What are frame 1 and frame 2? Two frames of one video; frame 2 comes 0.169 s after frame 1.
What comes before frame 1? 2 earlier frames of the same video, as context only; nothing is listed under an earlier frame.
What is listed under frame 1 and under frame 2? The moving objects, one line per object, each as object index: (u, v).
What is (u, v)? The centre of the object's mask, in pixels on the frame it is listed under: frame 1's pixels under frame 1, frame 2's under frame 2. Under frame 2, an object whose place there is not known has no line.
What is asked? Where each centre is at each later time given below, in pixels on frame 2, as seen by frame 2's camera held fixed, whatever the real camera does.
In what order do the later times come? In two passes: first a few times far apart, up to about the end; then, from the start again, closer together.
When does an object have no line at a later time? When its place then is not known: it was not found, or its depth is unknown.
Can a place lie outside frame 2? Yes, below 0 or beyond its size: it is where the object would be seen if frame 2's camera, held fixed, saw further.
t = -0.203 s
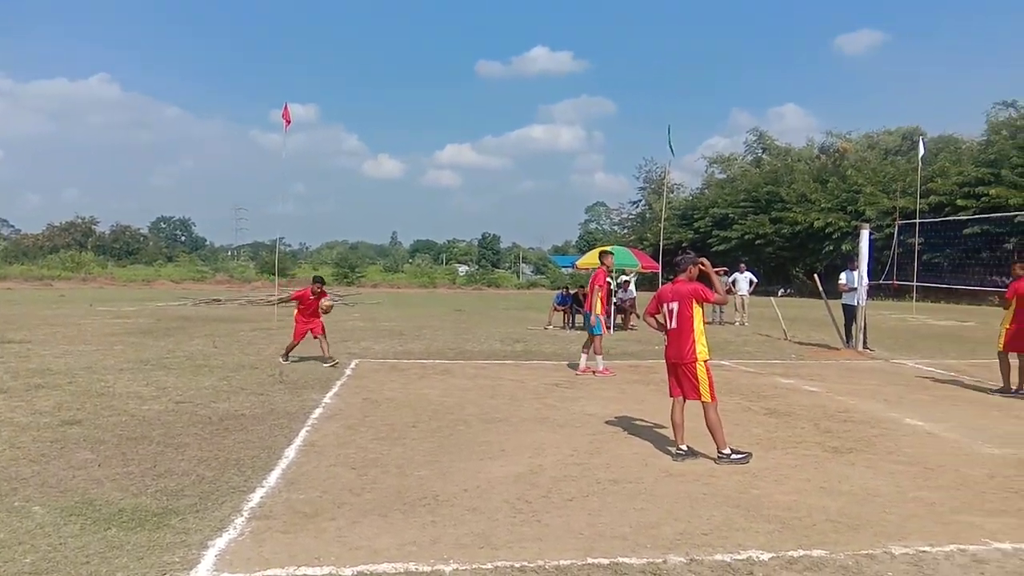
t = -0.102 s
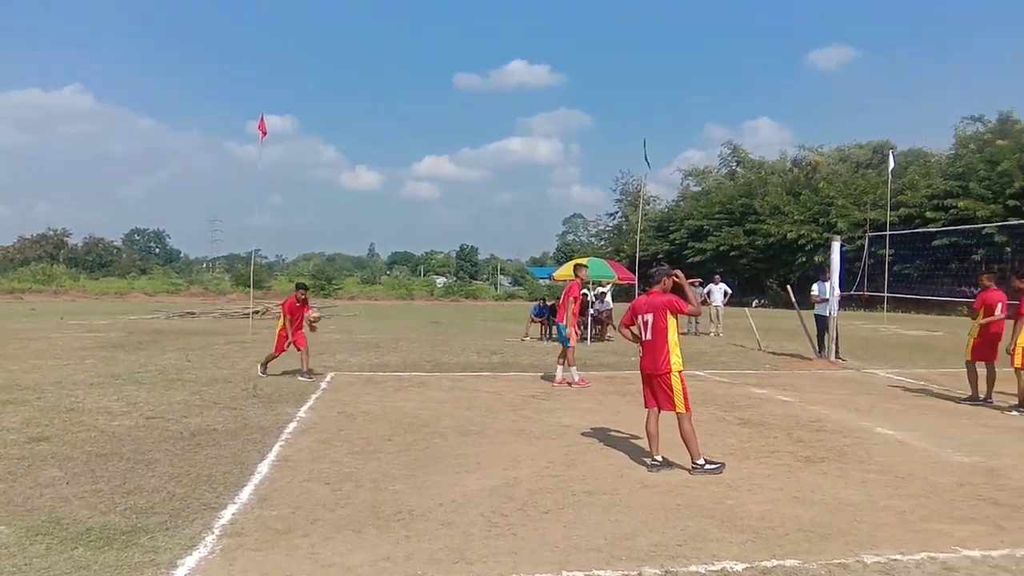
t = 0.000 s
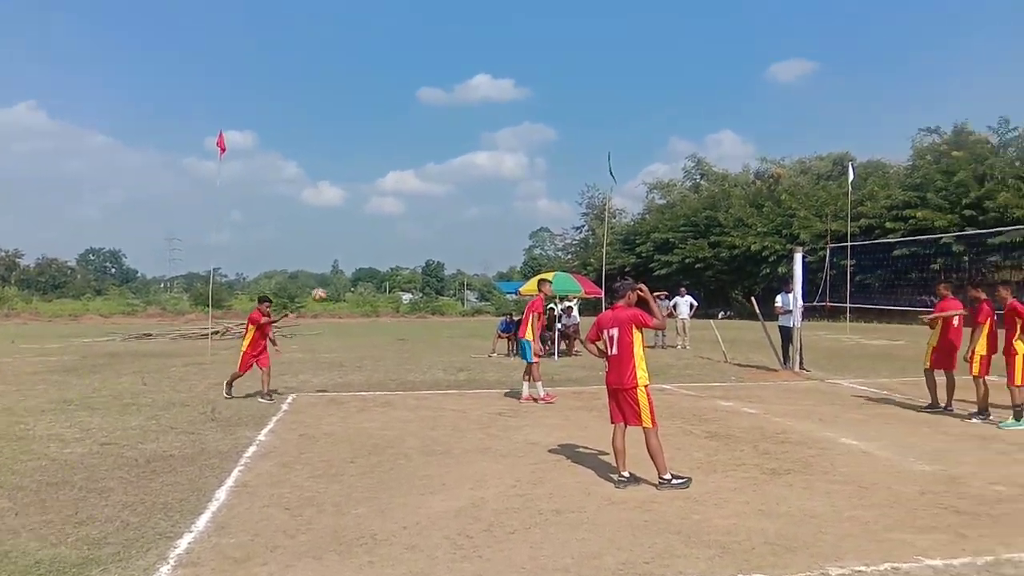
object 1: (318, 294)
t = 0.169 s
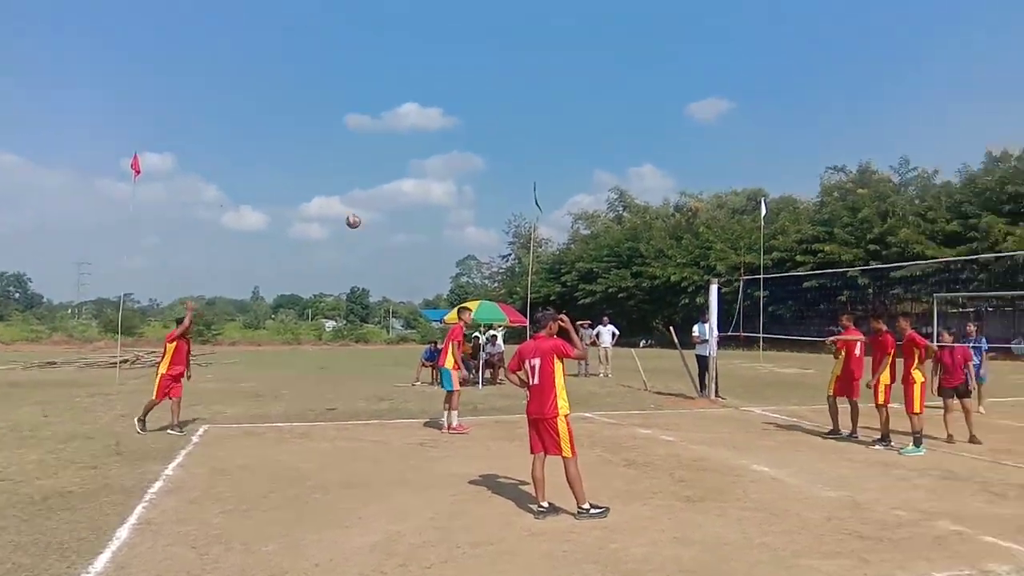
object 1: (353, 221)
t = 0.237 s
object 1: (397, 189)
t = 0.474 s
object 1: (540, 108)
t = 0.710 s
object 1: (667, 71)
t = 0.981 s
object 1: (791, 72)
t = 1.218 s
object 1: (883, 108)
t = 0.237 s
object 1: (397, 189)
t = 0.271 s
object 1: (418, 175)
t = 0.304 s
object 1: (439, 161)
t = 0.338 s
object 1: (460, 148)
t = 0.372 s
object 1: (481, 137)
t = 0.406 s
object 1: (501, 127)
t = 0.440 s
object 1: (521, 117)
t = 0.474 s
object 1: (540, 108)
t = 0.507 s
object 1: (560, 100)
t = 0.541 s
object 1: (578, 93)
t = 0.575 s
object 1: (596, 87)
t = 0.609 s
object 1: (614, 82)
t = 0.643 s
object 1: (633, 77)
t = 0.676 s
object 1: (650, 73)
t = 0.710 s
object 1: (667, 71)
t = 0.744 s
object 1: (684, 69)
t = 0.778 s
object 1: (700, 67)
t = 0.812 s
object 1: (716, 66)
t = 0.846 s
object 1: (732, 67)
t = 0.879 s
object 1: (747, 67)
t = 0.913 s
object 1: (761, 68)
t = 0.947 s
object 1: (776, 70)
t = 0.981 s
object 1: (791, 72)
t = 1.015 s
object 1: (805, 76)
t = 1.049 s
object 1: (818, 79)
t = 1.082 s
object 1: (832, 84)
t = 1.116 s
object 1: (845, 89)
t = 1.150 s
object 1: (859, 94)
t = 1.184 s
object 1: (871, 101)
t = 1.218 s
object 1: (883, 108)
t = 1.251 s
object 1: (896, 116)
